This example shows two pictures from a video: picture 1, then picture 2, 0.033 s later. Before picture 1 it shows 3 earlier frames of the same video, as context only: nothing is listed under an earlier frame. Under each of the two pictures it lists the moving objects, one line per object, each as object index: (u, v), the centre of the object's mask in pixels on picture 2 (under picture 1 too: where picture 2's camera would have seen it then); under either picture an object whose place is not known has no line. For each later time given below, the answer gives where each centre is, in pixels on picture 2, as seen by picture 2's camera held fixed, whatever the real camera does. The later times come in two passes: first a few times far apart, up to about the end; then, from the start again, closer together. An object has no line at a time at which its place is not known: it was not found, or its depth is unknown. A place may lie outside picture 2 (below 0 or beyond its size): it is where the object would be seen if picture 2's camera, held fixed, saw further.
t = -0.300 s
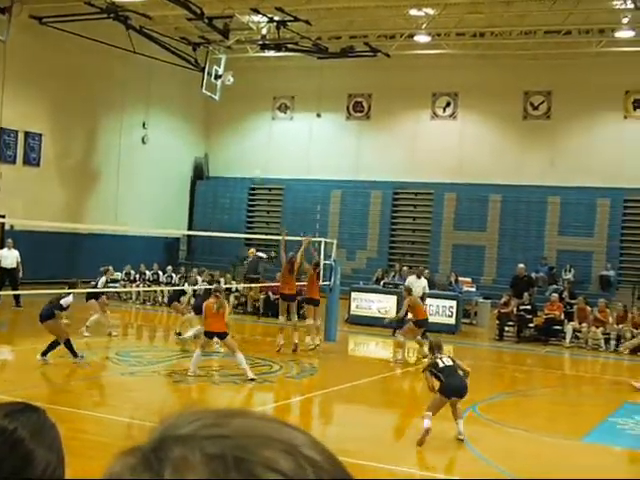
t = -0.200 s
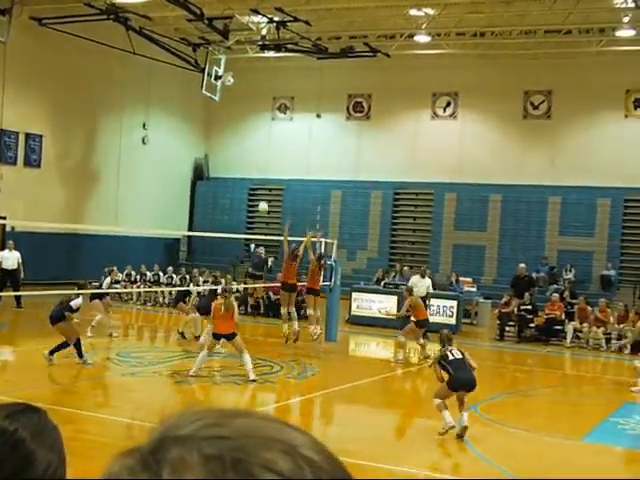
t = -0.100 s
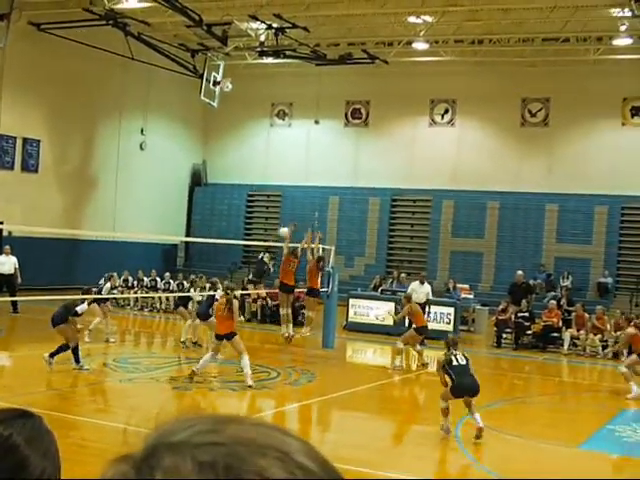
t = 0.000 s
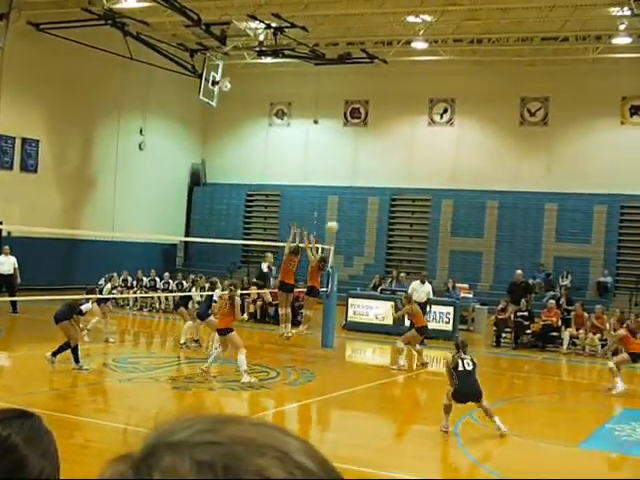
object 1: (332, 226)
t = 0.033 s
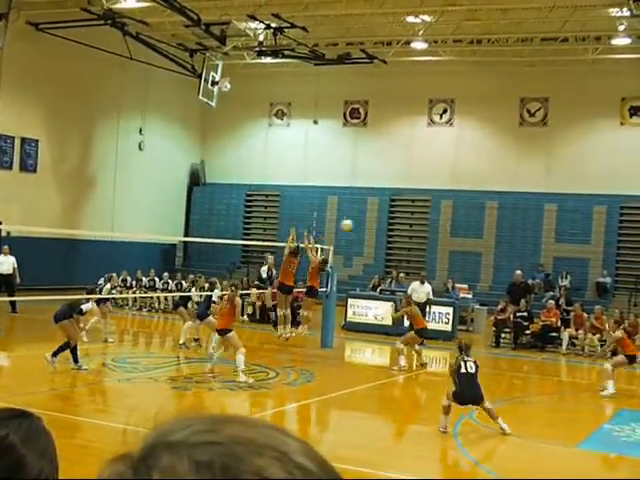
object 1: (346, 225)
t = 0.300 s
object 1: (475, 234)
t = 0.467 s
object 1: (566, 269)
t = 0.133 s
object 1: (393, 222)
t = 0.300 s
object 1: (475, 234)
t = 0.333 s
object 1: (493, 240)
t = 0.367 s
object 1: (510, 245)
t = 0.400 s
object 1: (528, 252)
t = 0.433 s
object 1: (547, 260)
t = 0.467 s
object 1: (566, 269)
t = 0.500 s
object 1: (585, 279)
